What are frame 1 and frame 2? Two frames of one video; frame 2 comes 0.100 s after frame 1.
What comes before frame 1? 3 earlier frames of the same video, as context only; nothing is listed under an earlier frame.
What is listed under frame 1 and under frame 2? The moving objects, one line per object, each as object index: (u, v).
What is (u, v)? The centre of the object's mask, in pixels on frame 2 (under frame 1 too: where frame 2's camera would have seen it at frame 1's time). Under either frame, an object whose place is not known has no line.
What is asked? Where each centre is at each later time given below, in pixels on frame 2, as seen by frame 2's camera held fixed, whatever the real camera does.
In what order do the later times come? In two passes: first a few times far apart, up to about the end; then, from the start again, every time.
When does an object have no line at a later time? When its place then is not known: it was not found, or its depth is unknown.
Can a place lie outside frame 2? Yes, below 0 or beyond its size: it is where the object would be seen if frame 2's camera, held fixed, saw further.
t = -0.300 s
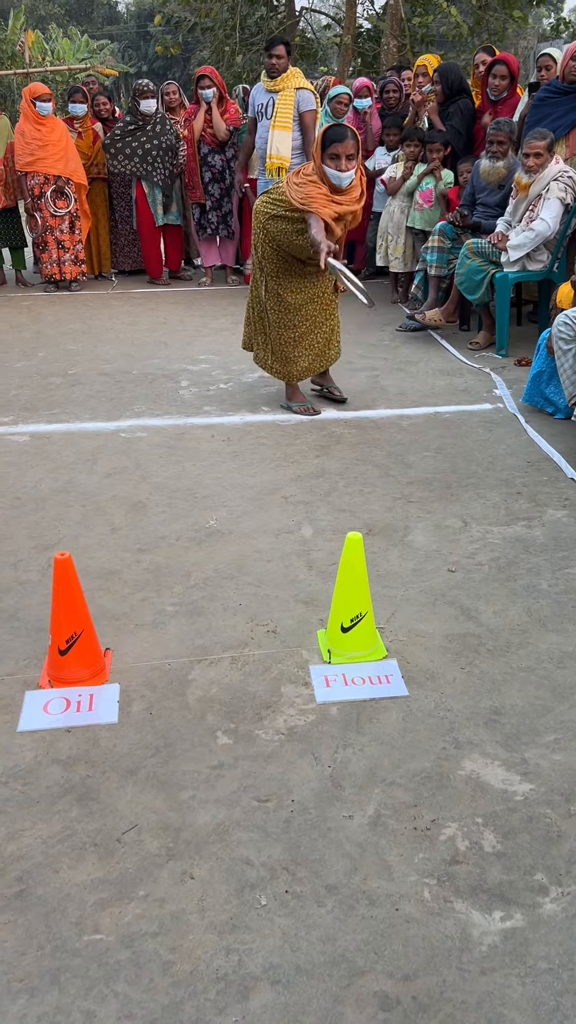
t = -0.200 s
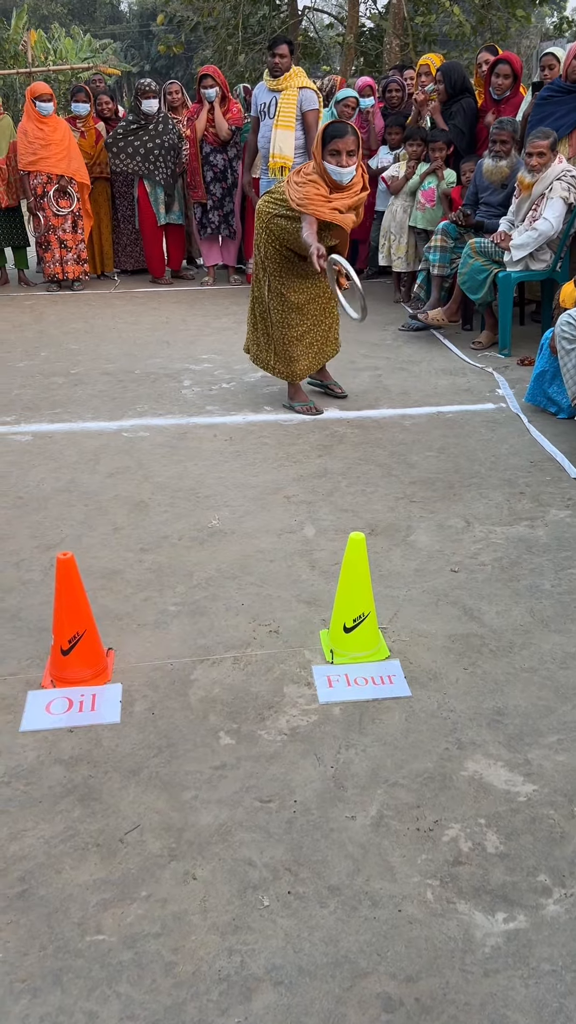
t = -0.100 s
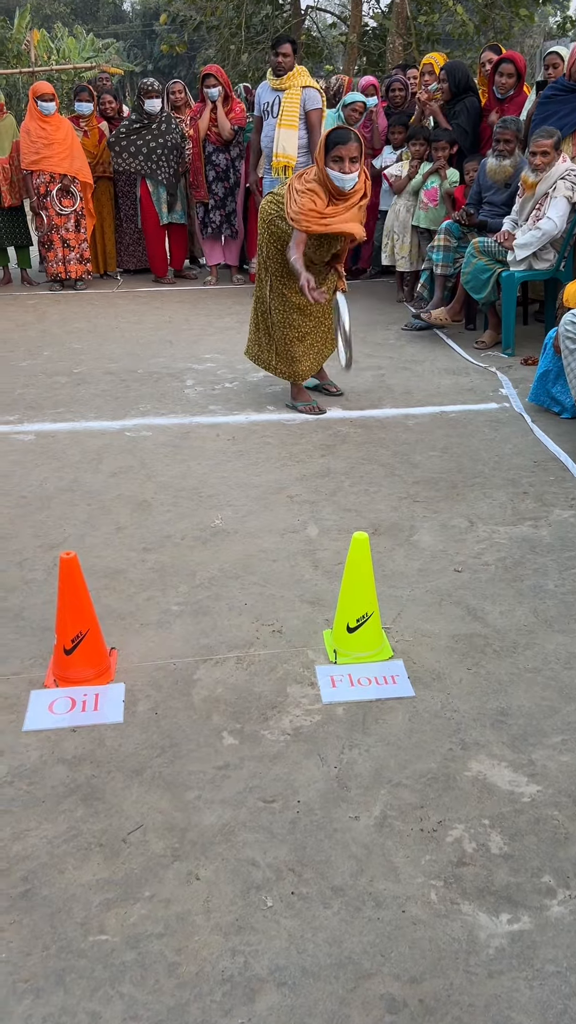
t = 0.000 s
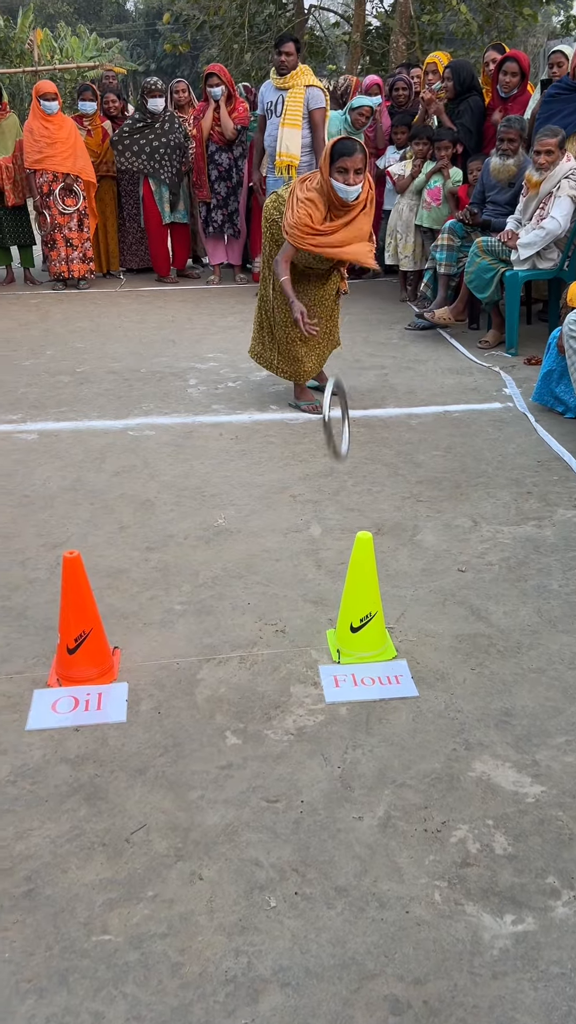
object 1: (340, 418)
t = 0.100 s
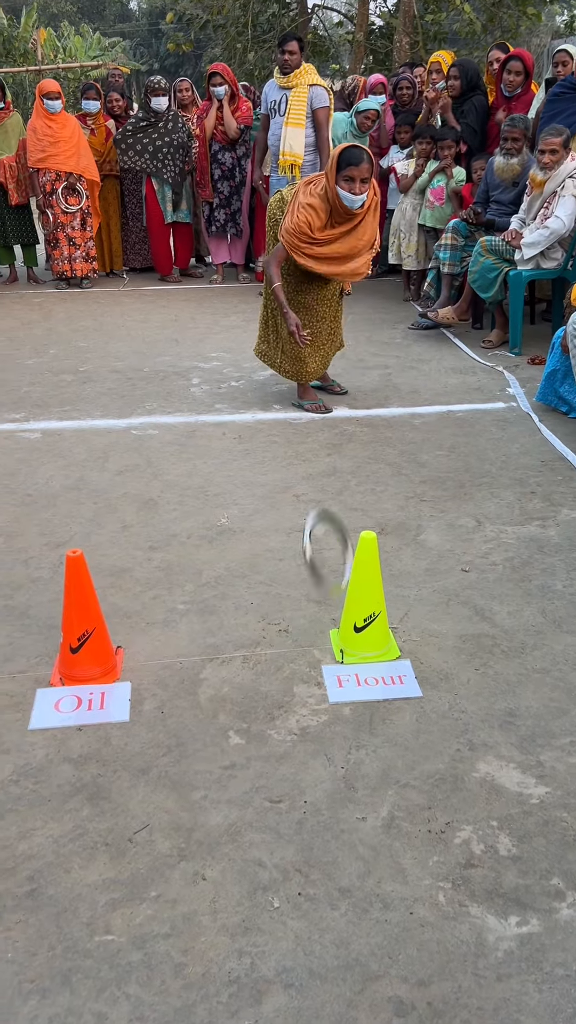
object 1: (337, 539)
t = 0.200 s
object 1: (307, 605)
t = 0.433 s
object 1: (306, 665)
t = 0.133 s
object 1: (313, 601)
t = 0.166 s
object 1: (308, 612)
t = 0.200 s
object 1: (307, 605)
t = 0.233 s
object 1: (307, 601)
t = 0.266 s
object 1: (307, 602)
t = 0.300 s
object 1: (307, 606)
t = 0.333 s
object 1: (307, 615)
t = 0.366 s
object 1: (307, 627)
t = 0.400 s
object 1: (307, 644)
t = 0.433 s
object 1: (306, 665)
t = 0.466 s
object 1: (304, 667)
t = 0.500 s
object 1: (301, 672)
